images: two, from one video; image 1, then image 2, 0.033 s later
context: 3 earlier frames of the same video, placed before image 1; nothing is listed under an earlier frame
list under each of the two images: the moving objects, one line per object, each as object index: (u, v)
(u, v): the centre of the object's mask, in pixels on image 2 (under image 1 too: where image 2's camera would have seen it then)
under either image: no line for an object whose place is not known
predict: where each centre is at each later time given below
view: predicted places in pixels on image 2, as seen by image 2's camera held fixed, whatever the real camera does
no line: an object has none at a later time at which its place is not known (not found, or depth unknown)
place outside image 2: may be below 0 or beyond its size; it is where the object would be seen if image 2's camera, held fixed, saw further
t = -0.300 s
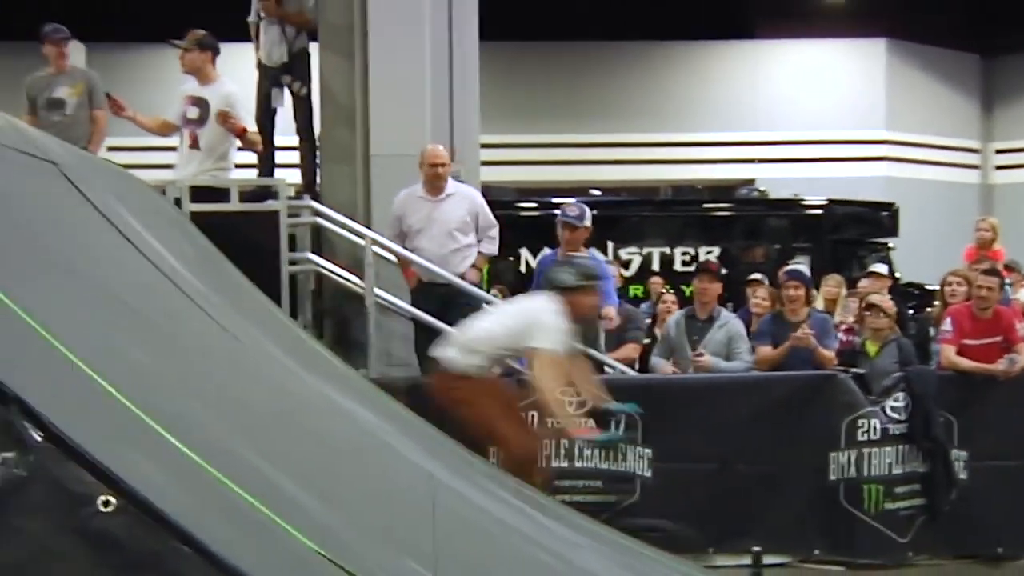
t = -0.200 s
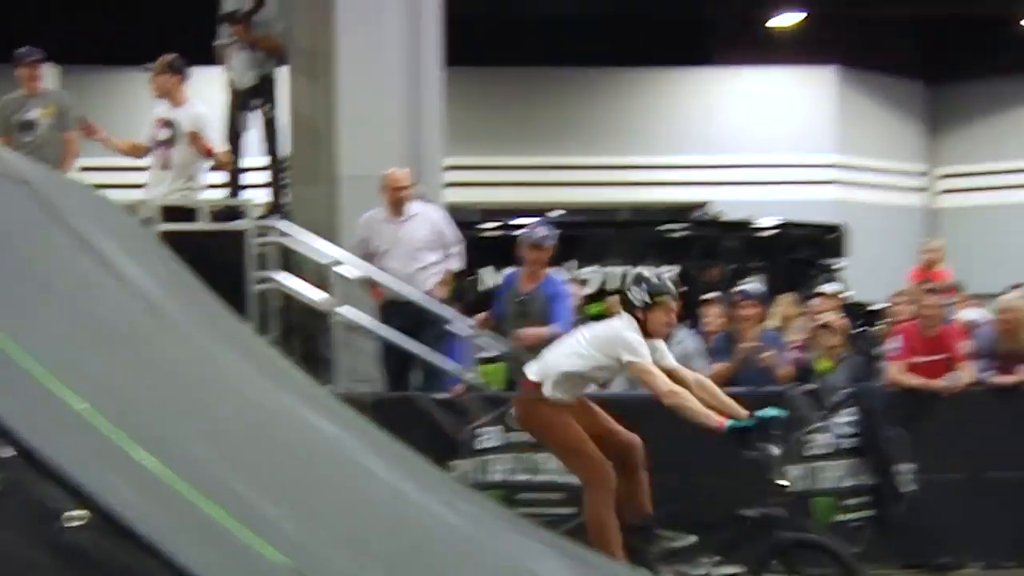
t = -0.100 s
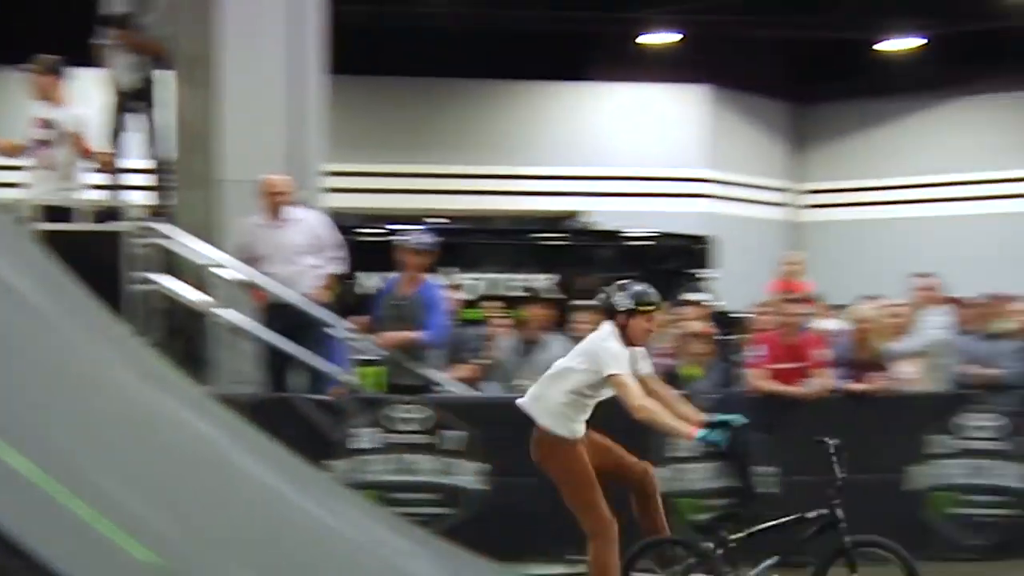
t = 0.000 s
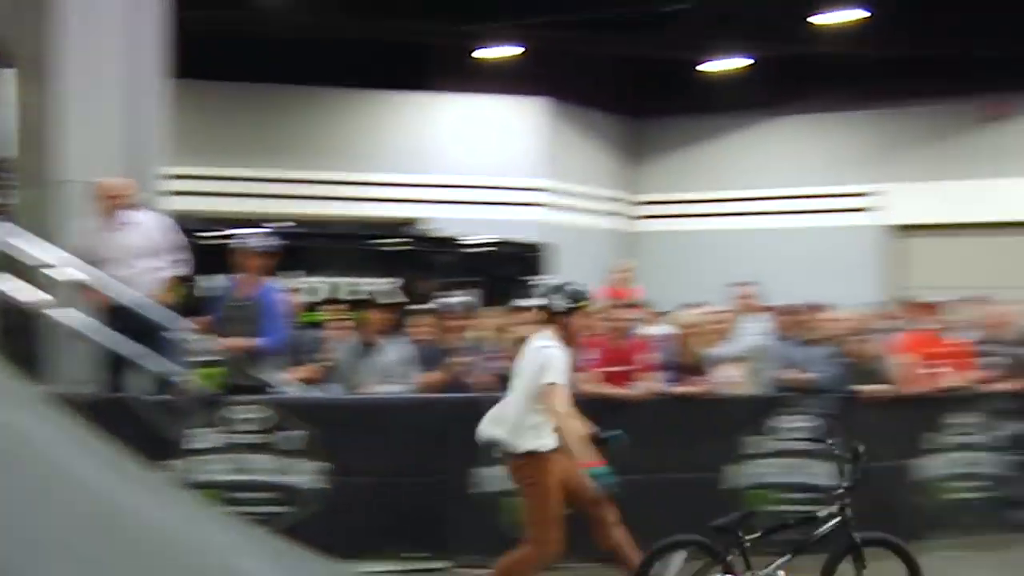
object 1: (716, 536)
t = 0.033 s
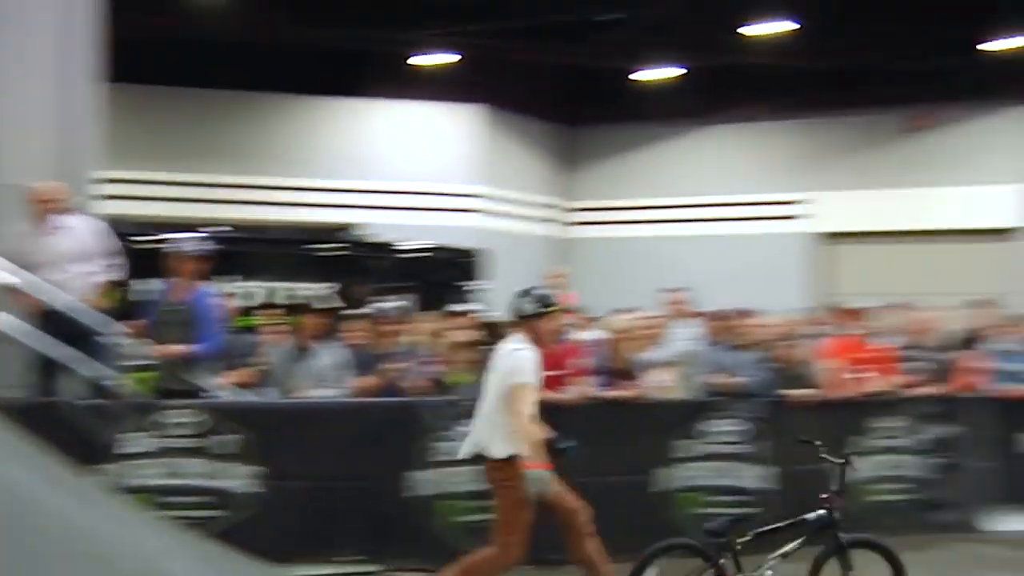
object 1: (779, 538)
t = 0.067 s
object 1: (841, 538)
